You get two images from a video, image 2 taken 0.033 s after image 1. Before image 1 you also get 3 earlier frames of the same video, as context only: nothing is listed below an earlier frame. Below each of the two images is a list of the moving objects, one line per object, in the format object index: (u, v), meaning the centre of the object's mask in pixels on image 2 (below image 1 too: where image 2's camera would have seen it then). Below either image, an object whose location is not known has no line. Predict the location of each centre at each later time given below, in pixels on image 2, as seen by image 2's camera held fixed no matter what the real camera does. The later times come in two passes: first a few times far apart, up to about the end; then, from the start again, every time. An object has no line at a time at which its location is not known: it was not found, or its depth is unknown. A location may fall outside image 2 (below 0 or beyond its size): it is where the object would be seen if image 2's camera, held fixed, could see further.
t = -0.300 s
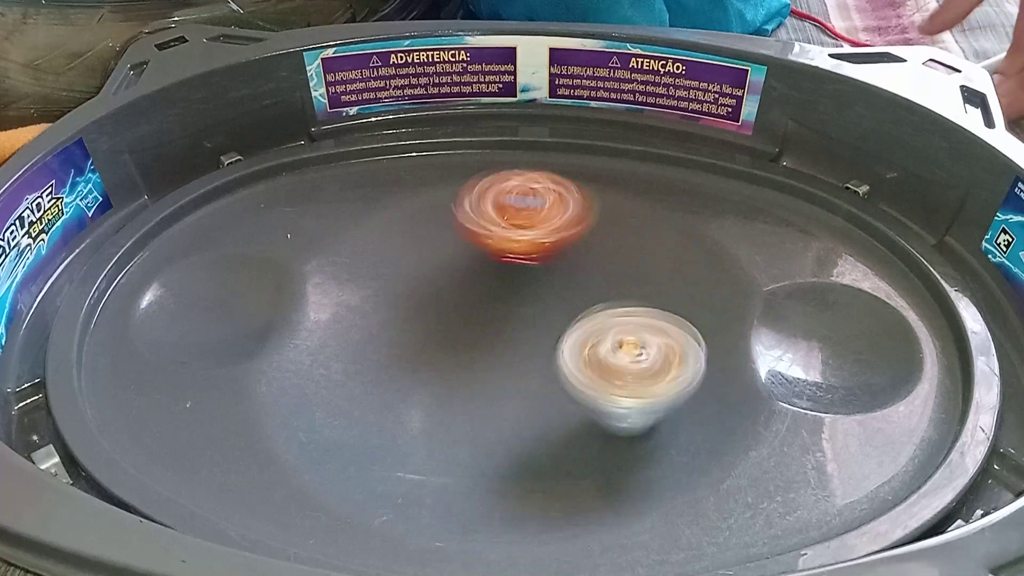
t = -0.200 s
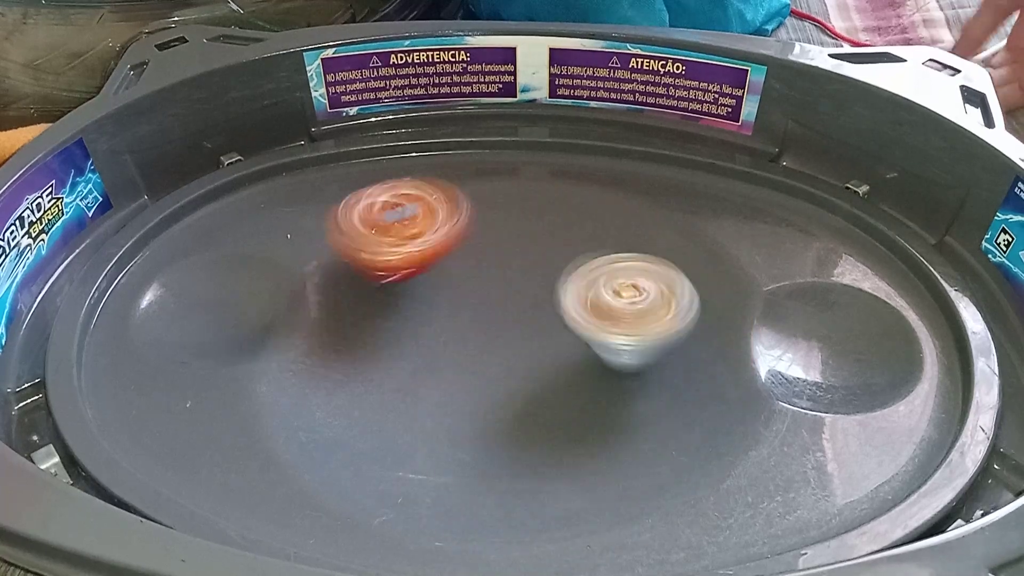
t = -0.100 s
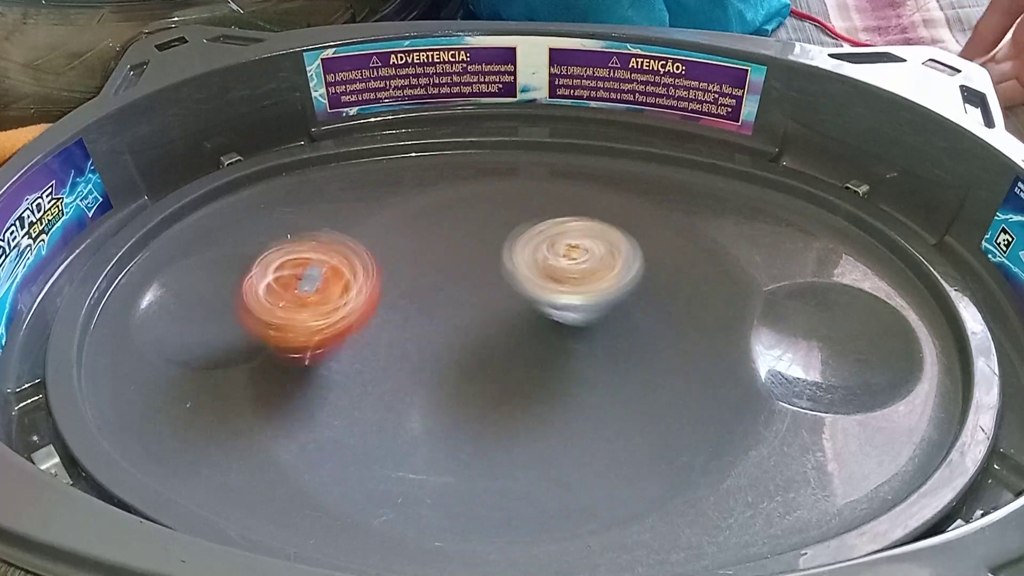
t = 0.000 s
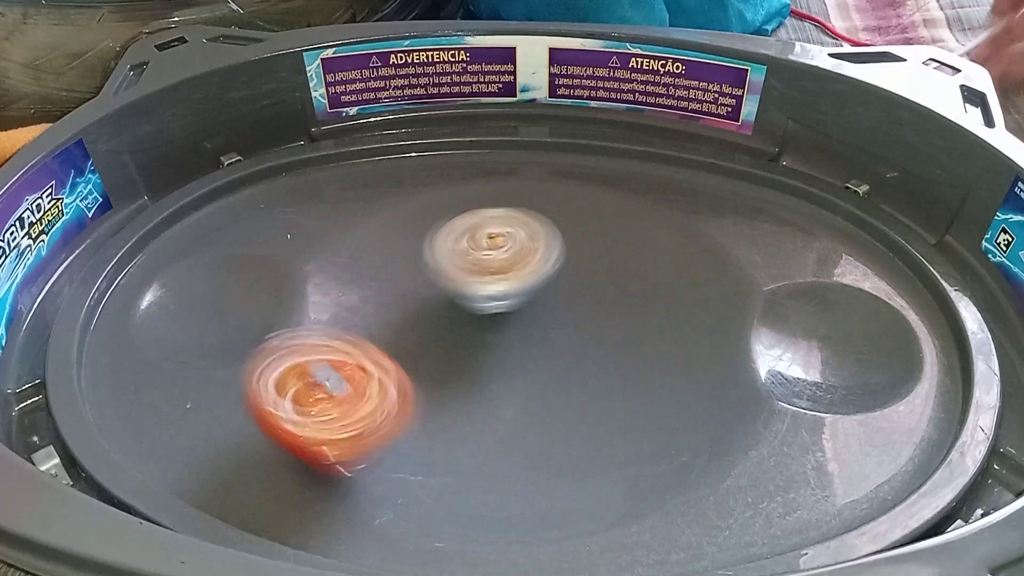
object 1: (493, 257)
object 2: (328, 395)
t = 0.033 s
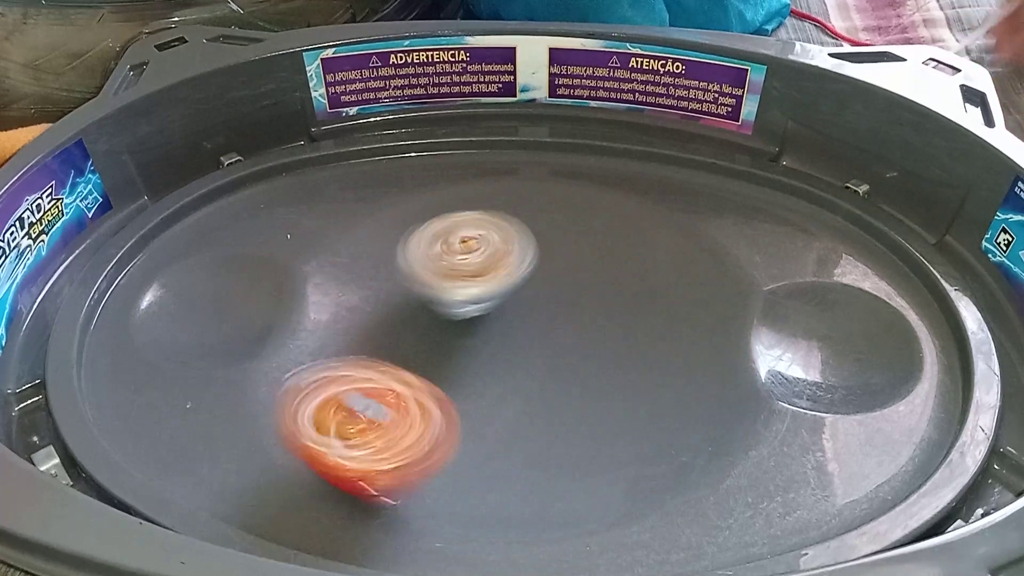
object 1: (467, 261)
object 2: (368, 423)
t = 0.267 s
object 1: (386, 369)
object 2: (706, 357)
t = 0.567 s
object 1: (613, 379)
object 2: (462, 204)
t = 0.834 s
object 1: (542, 269)
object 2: (337, 417)
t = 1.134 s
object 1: (387, 348)
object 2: (700, 399)
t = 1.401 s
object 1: (547, 407)
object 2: (557, 215)
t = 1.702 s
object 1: (575, 289)
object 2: (271, 340)
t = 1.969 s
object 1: (424, 303)
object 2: (527, 461)
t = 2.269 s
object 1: (490, 405)
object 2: (641, 234)
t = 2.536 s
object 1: (599, 339)
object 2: (358, 238)
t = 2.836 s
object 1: (484, 288)
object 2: (513, 462)
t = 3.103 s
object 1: (421, 356)
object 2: (707, 288)
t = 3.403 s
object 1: (536, 388)
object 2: (390, 230)
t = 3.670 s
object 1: (573, 323)
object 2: (342, 428)
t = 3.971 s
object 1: (481, 299)
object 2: (694, 354)
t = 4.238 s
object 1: (437, 349)
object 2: (533, 197)
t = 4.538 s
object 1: (512, 380)
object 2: (310, 354)
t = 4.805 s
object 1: (553, 341)
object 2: (617, 445)
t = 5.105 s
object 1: (507, 313)
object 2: (623, 237)
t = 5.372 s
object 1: (465, 337)
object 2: (350, 247)
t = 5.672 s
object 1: (501, 358)
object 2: (458, 453)
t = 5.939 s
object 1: (535, 350)
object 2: (701, 311)
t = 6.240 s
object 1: (515, 327)
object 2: (476, 217)
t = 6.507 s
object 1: (494, 332)
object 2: (318, 370)
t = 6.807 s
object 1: (492, 347)
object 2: (623, 420)
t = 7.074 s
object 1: (506, 353)
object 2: (617, 241)
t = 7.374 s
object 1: (512, 345)
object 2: (376, 260)
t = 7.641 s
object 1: (505, 337)
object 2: (428, 437)
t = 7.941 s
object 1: (500, 341)
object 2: (674, 341)
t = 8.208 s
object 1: (503, 346)
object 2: (522, 228)
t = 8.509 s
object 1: (506, 347)
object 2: (339, 352)
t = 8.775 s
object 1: (501, 339)
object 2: (570, 431)
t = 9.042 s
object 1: (500, 342)
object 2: (651, 288)
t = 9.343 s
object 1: (504, 344)
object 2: (435, 253)
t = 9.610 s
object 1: (508, 344)
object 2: (365, 385)
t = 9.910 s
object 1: (511, 334)
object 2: (600, 418)
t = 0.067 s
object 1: (441, 268)
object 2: (420, 445)
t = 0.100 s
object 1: (419, 280)
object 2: (481, 456)
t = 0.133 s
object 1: (400, 294)
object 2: (544, 453)
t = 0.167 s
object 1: (386, 311)
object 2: (601, 441)
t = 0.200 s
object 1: (380, 330)
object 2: (648, 420)
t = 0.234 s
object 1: (379, 349)
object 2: (683, 391)
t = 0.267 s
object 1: (386, 369)
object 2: (706, 357)
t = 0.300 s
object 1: (401, 387)
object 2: (712, 320)
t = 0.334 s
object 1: (424, 403)
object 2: (706, 291)
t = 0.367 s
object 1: (452, 414)
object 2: (689, 263)
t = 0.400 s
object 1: (483, 420)
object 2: (662, 237)
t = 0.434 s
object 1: (516, 421)
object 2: (629, 219)
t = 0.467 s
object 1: (547, 417)
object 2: (591, 206)
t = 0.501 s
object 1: (573, 408)
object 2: (550, 200)
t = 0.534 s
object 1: (596, 395)
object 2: (506, 199)
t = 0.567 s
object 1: (613, 379)
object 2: (462, 204)
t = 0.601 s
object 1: (624, 362)
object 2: (421, 213)
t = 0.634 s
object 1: (628, 344)
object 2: (382, 231)
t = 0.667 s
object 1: (626, 327)
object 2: (347, 252)
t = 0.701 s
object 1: (619, 311)
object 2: (319, 280)
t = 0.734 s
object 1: (605, 297)
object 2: (301, 312)
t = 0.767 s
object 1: (587, 285)
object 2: (297, 344)
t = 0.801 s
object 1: (566, 276)
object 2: (308, 382)
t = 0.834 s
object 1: (542, 269)
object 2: (337, 417)
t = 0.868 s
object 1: (517, 266)
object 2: (376, 444)
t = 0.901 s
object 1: (492, 267)
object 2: (422, 461)
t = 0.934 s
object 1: (467, 271)
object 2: (472, 472)
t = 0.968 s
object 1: (444, 278)
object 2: (520, 474)
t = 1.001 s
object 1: (424, 288)
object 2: (566, 470)
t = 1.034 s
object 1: (407, 301)
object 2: (610, 459)
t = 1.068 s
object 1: (395, 315)
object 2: (649, 443)
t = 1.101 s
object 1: (388, 331)
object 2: (679, 420)
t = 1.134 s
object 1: (387, 348)
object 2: (700, 399)
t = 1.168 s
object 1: (392, 364)
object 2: (717, 368)
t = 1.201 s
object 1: (404, 380)
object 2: (722, 334)
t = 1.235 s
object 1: (420, 394)
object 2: (715, 308)
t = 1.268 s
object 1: (442, 405)
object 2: (698, 278)
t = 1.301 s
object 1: (468, 411)
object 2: (670, 257)
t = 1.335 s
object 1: (494, 414)
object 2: (637, 238)
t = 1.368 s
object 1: (521, 412)
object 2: (598, 224)
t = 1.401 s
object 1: (547, 407)
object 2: (557, 215)
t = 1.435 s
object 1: (571, 397)
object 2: (513, 210)
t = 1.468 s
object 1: (590, 384)
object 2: (468, 211)
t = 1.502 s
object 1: (602, 370)
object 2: (425, 215)
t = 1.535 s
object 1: (608, 355)
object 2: (384, 225)
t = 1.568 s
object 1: (610, 340)
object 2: (346, 242)
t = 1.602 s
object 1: (609, 326)
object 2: (313, 263)
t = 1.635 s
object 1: (602, 311)
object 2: (289, 287)
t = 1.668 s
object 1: (590, 299)
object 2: (276, 311)
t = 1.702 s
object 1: (575, 289)
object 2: (271, 340)
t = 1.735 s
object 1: (558, 281)
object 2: (276, 367)
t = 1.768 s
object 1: (539, 276)
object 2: (290, 395)
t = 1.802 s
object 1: (518, 273)
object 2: (313, 417)
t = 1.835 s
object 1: (496, 273)
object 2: (345, 438)
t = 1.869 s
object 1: (475, 277)
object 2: (383, 452)
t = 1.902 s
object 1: (457, 283)
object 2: (427, 461)
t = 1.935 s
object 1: (439, 291)
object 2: (475, 465)
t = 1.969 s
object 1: (424, 303)
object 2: (527, 461)
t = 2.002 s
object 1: (413, 316)
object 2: (580, 450)
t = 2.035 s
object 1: (407, 330)
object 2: (627, 429)
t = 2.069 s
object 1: (406, 344)
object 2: (661, 406)
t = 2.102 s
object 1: (409, 358)
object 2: (683, 376)
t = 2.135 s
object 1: (417, 372)
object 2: (694, 341)
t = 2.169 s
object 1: (430, 385)
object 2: (695, 314)
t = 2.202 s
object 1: (448, 394)
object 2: (686, 281)
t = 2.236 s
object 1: (469, 401)
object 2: (667, 258)
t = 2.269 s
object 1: (490, 405)
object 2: (641, 234)
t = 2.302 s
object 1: (513, 405)
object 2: (612, 217)
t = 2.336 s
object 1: (536, 402)
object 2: (576, 203)
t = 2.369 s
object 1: (556, 395)
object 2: (539, 196)
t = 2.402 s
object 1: (571, 387)
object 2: (501, 193)
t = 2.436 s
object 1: (585, 377)
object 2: (462, 196)
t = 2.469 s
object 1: (594, 364)
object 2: (425, 205)
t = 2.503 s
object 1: (598, 351)
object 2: (389, 217)
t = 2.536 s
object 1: (599, 339)
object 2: (358, 238)
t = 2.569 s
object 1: (595, 327)
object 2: (332, 261)
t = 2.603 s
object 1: (588, 317)
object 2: (314, 292)
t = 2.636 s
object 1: (579, 309)
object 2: (306, 323)
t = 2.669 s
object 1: (568, 301)
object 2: (310, 353)
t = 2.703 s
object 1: (553, 294)
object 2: (328, 391)
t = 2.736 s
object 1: (536, 289)
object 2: (361, 419)
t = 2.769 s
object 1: (520, 286)
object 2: (405, 442)
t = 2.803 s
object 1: (501, 286)
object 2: (455, 455)
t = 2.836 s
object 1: (484, 288)
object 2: (513, 462)
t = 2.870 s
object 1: (468, 292)
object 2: (567, 457)
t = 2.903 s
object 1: (453, 299)
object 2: (618, 445)
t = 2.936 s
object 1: (440, 307)
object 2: (660, 427)
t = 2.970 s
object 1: (431, 315)
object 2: (690, 402)
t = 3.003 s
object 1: (425, 324)
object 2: (712, 370)
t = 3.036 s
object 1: (420, 334)
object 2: (722, 344)
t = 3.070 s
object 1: (418, 345)
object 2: (720, 311)
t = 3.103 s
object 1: (421, 356)
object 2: (707, 288)
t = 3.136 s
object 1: (426, 366)
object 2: (686, 262)
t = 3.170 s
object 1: (435, 375)
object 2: (658, 244)
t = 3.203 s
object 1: (448, 383)
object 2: (625, 230)
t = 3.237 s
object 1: (461, 388)
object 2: (588, 219)
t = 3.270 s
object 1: (475, 392)
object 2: (550, 212)
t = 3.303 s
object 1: (490, 394)
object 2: (508, 211)
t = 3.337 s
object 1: (507, 393)
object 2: (468, 212)
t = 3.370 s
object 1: (522, 392)
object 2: (428, 219)
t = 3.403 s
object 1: (536, 388)
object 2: (390, 230)
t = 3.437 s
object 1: (549, 383)
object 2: (356, 246)
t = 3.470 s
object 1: (560, 376)
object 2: (324, 265)
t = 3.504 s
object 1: (569, 368)
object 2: (303, 288)
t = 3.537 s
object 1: (576, 359)
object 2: (287, 315)
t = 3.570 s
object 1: (580, 350)
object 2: (285, 346)
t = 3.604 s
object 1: (579, 341)
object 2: (292, 373)
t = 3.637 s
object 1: (578, 332)
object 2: (311, 404)
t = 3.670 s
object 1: (573, 323)
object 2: (342, 428)
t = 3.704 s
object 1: (568, 316)
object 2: (381, 445)
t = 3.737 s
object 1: (559, 308)
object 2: (426, 458)
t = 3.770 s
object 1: (550, 303)
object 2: (473, 463)
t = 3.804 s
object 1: (539, 299)
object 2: (526, 461)
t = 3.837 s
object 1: (527, 296)
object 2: (576, 452)
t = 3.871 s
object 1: (517, 295)
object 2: (622, 434)
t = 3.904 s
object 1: (504, 295)
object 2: (657, 406)
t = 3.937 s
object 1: (492, 296)
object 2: (682, 383)
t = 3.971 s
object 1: (481, 299)
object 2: (694, 354)
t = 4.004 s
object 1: (470, 303)
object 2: (699, 320)
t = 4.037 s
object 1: (462, 307)
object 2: (695, 296)
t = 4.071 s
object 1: (453, 312)
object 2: (679, 269)
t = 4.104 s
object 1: (446, 319)
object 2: (658, 245)
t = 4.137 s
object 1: (441, 326)
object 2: (633, 227)
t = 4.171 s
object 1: (437, 335)
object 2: (602, 213)
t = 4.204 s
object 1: (437, 342)
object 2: (569, 202)
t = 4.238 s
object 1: (437, 349)
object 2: (533, 197)
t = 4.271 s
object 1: (440, 357)
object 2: (497, 197)
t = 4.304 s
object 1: (445, 364)
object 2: (462, 200)
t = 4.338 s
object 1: (452, 370)
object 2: (425, 210)
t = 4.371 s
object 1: (462, 374)
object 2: (393, 224)
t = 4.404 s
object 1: (471, 377)
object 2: (363, 243)
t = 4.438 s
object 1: (480, 379)
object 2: (339, 264)
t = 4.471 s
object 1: (491, 381)
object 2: (320, 292)
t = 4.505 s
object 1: (502, 381)
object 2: (311, 321)
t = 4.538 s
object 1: (512, 380)
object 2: (310, 354)
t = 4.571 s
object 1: (521, 377)
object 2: (323, 378)
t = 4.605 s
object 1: (529, 374)
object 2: (347, 412)
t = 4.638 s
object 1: (537, 370)
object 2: (381, 430)
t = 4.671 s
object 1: (544, 365)
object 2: (427, 453)
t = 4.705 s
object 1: (549, 358)
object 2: (474, 462)
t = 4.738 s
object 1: (551, 350)
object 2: (524, 465)
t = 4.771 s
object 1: (553, 345)
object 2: (572, 458)
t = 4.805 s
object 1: (553, 341)
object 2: (617, 445)
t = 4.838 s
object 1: (552, 337)
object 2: (655, 423)
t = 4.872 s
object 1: (550, 332)
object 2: (682, 404)
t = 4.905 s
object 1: (547, 328)
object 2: (699, 374)
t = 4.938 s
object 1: (542, 323)
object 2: (710, 344)
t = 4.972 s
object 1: (536, 320)
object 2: (704, 320)
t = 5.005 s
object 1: (530, 316)
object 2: (695, 296)
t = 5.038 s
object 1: (522, 314)
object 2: (676, 273)
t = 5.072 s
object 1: (515, 313)
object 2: (650, 253)
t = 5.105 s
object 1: (507, 313)
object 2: (623, 237)
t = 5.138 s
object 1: (499, 314)
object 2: (588, 224)
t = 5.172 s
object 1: (492, 316)
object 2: (555, 215)
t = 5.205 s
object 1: (486, 318)
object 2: (519, 210)
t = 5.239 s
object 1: (479, 321)
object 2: (481, 210)
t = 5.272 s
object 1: (474, 324)
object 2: (446, 213)
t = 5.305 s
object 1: (470, 328)
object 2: (412, 221)
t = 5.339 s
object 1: (468, 333)
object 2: (377, 231)
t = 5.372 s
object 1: (465, 337)
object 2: (350, 247)
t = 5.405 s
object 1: (465, 342)
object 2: (326, 268)
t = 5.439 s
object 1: (465, 347)
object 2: (308, 287)
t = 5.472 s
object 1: (468, 352)
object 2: (298, 319)
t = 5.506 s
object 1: (470, 356)
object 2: (298, 343)
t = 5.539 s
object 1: (474, 360)
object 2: (312, 375)
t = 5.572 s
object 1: (480, 363)
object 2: (333, 402)
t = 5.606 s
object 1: (488, 364)
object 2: (365, 420)
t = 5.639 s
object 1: (497, 362)
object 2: (409, 442)
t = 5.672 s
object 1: (501, 358)
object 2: (458, 453)
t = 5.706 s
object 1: (506, 356)
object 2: (507, 454)
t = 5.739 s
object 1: (510, 357)
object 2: (561, 449)
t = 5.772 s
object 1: (514, 360)
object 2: (607, 435)
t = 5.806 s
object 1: (521, 362)
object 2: (643, 416)
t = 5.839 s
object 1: (527, 360)
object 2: (672, 389)
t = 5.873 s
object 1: (531, 357)
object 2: (690, 365)
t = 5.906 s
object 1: (533, 353)
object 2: (700, 340)
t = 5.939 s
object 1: (535, 350)
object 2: (701, 311)
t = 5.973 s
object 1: (535, 346)
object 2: (696, 287)
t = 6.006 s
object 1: (535, 343)
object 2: (681, 267)
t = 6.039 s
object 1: (533, 340)
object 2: (662, 249)
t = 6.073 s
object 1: (532, 337)
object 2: (637, 232)
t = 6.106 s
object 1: (529, 334)
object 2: (608, 222)
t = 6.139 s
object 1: (526, 332)
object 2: (577, 215)
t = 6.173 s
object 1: (522, 331)
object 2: (546, 212)
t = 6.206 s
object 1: (519, 329)
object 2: (511, 212)
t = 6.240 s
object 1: (515, 327)
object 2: (476, 217)
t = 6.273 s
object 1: (512, 327)
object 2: (445, 225)
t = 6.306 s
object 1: (509, 327)
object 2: (412, 238)
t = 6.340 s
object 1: (505, 327)
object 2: (382, 253)
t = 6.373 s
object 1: (502, 327)
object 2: (359, 270)
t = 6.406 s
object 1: (500, 329)
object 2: (336, 295)
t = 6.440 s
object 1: (498, 329)
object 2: (322, 316)
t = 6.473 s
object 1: (496, 330)
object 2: (318, 338)
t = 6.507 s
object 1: (494, 332)
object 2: (318, 370)
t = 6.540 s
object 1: (493, 333)
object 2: (332, 393)
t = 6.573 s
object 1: (491, 334)
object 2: (354, 411)
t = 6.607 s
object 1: (491, 336)
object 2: (385, 435)
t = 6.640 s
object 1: (490, 338)
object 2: (420, 447)
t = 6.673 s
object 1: (490, 338)
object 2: (464, 455)
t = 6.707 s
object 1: (490, 340)
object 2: (507, 456)
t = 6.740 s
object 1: (490, 343)
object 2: (551, 449)
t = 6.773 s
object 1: (491, 345)
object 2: (590, 437)
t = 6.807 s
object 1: (492, 347)
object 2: (623, 420)
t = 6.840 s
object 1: (493, 349)
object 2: (649, 394)
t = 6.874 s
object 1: (495, 350)
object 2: (664, 373)
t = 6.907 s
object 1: (497, 351)
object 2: (674, 347)
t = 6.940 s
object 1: (499, 352)
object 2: (673, 324)
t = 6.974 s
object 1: (501, 353)
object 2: (668, 297)
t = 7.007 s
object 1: (503, 353)
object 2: (655, 277)
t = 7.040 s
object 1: (504, 353)
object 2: (636, 257)
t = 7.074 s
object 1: (506, 353)
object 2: (617, 241)
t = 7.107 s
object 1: (508, 353)
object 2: (592, 227)
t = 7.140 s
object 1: (509, 352)
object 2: (566, 218)
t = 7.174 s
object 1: (510, 352)
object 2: (535, 212)
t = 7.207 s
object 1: (511, 350)
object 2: (506, 210)
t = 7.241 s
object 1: (512, 349)
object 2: (478, 213)
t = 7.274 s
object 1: (512, 349)
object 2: (449, 220)
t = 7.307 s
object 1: (512, 347)
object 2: (420, 231)
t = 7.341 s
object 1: (512, 346)
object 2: (396, 244)
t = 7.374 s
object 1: (512, 345)
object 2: (376, 260)
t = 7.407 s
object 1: (511, 343)
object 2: (356, 283)
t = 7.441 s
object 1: (510, 342)
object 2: (342, 305)
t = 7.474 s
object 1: (509, 341)
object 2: (338, 327)
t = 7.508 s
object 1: (509, 340)
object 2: (341, 355)
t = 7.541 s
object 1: (508, 339)
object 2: (350, 381)
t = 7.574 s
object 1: (506, 339)
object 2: (370, 403)
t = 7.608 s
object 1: (505, 338)
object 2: (397, 421)
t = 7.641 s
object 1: (505, 337)
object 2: (428, 437)
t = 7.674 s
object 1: (504, 336)
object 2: (465, 446)
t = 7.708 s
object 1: (503, 335)
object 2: (504, 450)
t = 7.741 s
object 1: (502, 336)
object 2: (546, 447)
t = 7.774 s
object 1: (501, 338)
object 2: (584, 439)
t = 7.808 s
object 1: (501, 338)
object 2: (617, 425)
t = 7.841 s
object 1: (500, 338)
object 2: (643, 409)
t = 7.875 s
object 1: (499, 339)
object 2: (660, 388)
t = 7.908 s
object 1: (500, 340)
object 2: (670, 364)
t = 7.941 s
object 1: (500, 341)
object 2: (674, 341)
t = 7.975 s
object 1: (499, 342)
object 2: (672, 319)
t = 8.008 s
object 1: (500, 342)
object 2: (662, 298)
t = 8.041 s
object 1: (500, 343)
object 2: (645, 282)
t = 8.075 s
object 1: (500, 344)
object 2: (627, 266)
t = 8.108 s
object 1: (501, 345)
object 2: (604, 252)
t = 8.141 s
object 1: (502, 345)
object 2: (579, 240)
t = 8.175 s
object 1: (502, 346)
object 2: (551, 232)
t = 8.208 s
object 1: (503, 346)
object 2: (522, 228)
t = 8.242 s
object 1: (503, 347)
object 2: (493, 226)
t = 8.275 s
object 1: (504, 348)
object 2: (465, 228)
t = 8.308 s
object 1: (504, 348)
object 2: (439, 234)
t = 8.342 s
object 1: (505, 348)
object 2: (411, 243)
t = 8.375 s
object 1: (505, 348)
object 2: (387, 255)
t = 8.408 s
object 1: (506, 348)
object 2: (367, 269)
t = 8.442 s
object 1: (506, 348)
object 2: (352, 286)
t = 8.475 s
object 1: (506, 347)
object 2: (336, 331)
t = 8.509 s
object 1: (506, 347)
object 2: (339, 352)
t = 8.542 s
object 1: (506, 346)
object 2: (352, 375)
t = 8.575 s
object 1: (506, 346)
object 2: (371, 395)
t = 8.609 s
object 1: (506, 345)
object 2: (396, 413)
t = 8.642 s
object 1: (507, 343)
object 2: (424, 428)
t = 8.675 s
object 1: (506, 339)
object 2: (457, 435)
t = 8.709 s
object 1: (504, 337)
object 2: (494, 438)
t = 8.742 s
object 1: (503, 337)
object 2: (533, 437)
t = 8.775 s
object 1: (501, 339)
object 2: (570, 431)
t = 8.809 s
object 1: (501, 342)
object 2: (603, 417)
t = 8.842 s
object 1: (501, 342)
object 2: (628, 403)
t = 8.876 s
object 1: (501, 342)
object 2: (648, 385)
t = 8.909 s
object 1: (500, 343)
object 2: (661, 366)
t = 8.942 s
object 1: (500, 342)
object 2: (667, 346)
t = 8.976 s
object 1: (499, 342)
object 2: (667, 326)
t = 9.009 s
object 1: (500, 342)
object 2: (661, 308)
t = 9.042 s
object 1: (500, 342)
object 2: (651, 288)
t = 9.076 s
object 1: (500, 343)
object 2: (634, 274)
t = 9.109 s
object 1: (501, 343)
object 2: (614, 261)
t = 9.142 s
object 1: (501, 343)
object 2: (592, 251)
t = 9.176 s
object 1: (501, 344)
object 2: (567, 244)
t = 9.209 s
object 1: (502, 343)
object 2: (542, 240)
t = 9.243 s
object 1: (502, 344)
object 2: (515, 238)
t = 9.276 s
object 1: (503, 344)
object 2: (489, 240)
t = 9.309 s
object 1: (504, 344)
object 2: (461, 245)
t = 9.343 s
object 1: (504, 344)
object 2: (435, 253)
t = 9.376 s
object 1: (505, 344)
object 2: (411, 264)
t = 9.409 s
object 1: (506, 344)
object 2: (390, 275)
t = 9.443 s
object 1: (506, 344)
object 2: (373, 290)
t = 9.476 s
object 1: (507, 344)
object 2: (360, 307)
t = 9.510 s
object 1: (507, 344)
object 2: (352, 327)
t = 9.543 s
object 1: (507, 344)
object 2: (348, 347)
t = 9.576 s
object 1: (508, 344)
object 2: (352, 365)
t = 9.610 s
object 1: (508, 344)
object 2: (365, 385)
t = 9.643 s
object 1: (508, 344)
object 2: (384, 401)
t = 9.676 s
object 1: (509, 343)
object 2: (404, 412)
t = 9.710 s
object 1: (509, 341)
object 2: (436, 426)
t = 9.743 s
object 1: (509, 337)
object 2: (469, 431)
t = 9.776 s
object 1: (507, 336)
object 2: (500, 433)
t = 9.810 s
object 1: (505, 335)
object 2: (532, 430)
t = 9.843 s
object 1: (508, 335)
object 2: (552, 430)
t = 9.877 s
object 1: (510, 335)
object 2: (580, 424)
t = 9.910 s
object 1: (511, 334)
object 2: (600, 418)
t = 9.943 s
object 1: (513, 332)
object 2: (620, 409)
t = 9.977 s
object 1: (513, 331)
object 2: (633, 401)
